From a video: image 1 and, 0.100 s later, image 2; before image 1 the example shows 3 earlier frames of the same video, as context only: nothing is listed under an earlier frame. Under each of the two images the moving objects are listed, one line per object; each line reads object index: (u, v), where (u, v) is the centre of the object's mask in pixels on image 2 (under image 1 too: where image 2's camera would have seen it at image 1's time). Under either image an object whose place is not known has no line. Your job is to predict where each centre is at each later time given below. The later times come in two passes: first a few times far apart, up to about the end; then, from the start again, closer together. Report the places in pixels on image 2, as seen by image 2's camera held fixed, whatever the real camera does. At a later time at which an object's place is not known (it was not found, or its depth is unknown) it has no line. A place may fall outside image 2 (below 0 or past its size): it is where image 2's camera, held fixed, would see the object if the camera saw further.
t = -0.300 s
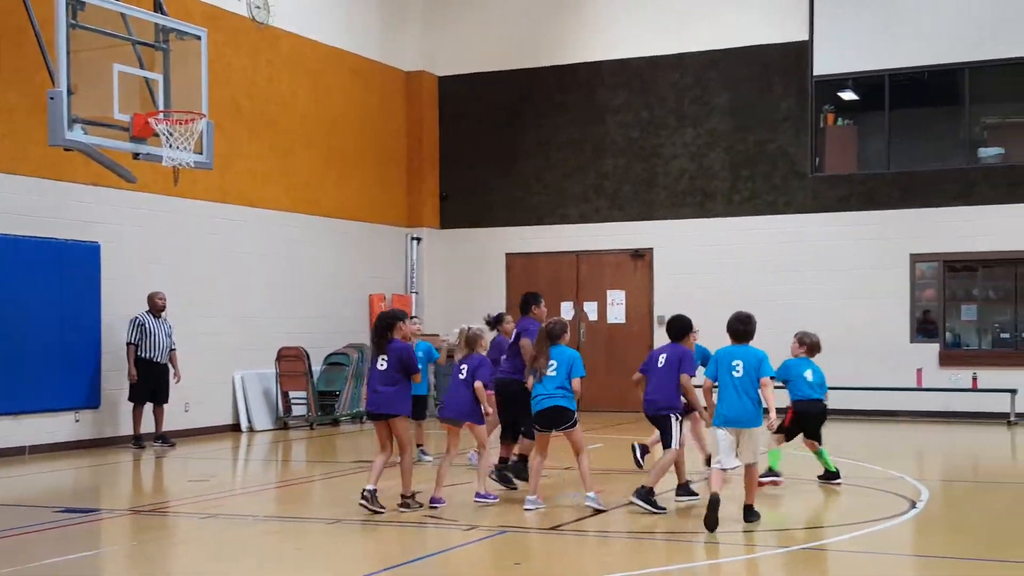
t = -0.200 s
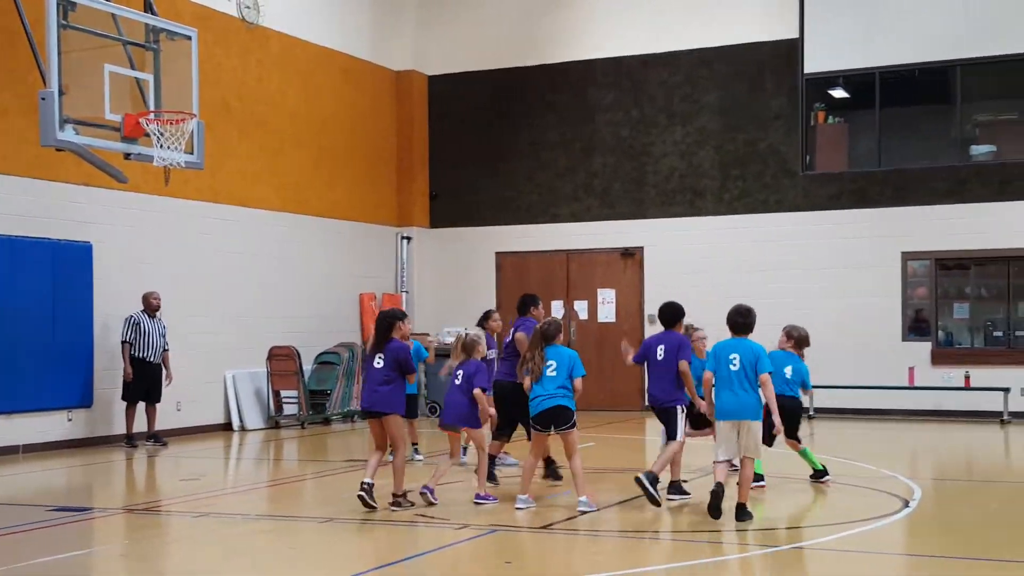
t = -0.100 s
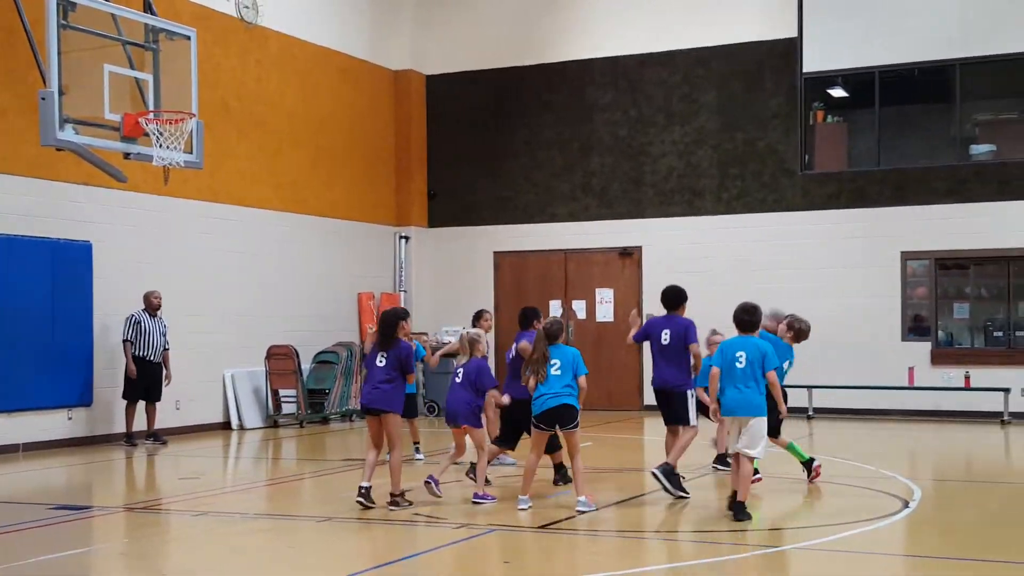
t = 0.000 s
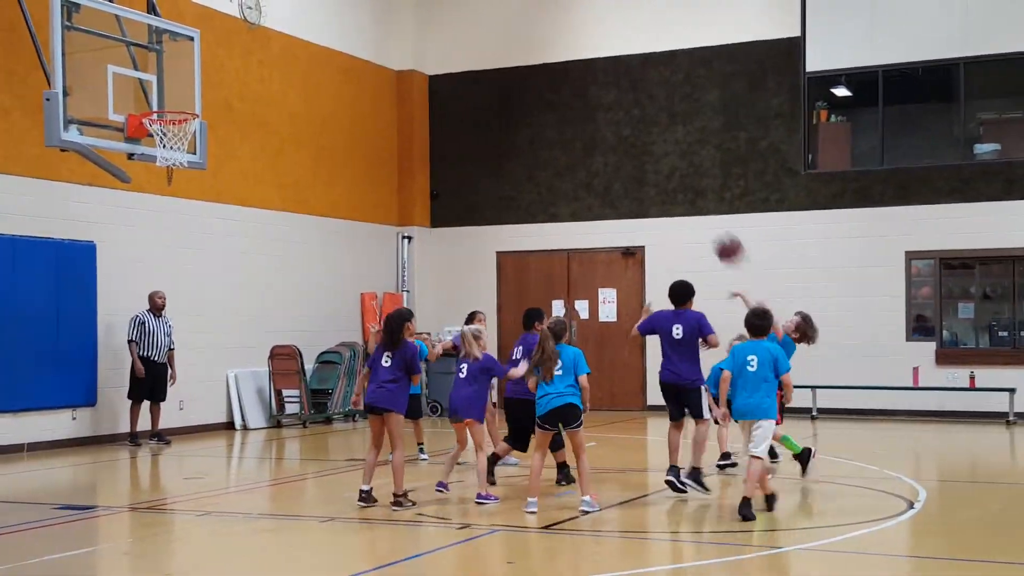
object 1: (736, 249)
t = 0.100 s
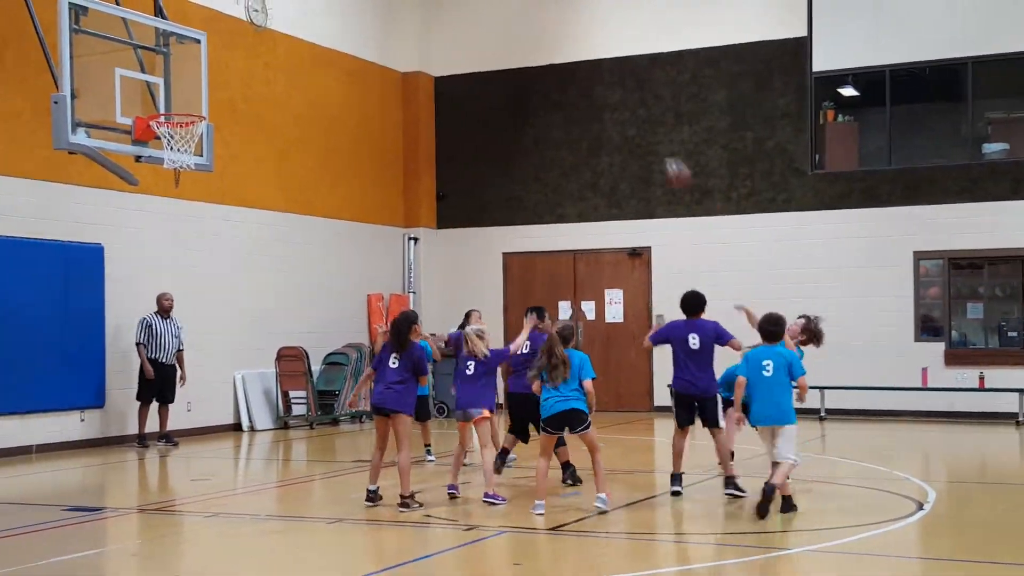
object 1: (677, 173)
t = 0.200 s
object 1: (615, 112)
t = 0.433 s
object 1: (479, 18)
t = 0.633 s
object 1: (368, -6)
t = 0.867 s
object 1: (243, 11)
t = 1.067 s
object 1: (137, 83)
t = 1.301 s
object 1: (200, 57)
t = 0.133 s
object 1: (655, 153)
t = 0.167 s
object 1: (635, 131)
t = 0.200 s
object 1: (615, 112)
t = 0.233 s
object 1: (594, 95)
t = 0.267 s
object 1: (575, 80)
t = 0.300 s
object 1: (556, 67)
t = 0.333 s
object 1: (536, 50)
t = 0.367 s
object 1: (516, 38)
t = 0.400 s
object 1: (497, 27)
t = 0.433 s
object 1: (479, 18)
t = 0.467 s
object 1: (460, 10)
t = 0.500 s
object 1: (441, 5)
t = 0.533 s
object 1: (423, 2)
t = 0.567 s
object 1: (404, -1)
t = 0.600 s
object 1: (386, -4)
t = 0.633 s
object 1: (368, -6)
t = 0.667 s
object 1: (350, -7)
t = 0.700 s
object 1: (331, -8)
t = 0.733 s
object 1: (314, -8)
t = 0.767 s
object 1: (296, -7)
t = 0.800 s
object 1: (278, -2)
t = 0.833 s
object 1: (261, 5)
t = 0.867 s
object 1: (243, 11)
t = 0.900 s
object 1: (225, 19)
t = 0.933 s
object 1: (208, 30)
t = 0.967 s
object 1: (189, 42)
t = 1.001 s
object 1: (172, 54)
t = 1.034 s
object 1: (154, 67)
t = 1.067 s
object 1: (137, 83)
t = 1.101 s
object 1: (141, 94)
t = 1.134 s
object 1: (152, 102)
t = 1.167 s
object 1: (161, 90)
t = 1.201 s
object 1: (171, 81)
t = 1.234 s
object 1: (181, 71)
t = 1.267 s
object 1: (190, 63)
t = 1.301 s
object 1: (200, 57)
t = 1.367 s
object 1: (221, 47)
